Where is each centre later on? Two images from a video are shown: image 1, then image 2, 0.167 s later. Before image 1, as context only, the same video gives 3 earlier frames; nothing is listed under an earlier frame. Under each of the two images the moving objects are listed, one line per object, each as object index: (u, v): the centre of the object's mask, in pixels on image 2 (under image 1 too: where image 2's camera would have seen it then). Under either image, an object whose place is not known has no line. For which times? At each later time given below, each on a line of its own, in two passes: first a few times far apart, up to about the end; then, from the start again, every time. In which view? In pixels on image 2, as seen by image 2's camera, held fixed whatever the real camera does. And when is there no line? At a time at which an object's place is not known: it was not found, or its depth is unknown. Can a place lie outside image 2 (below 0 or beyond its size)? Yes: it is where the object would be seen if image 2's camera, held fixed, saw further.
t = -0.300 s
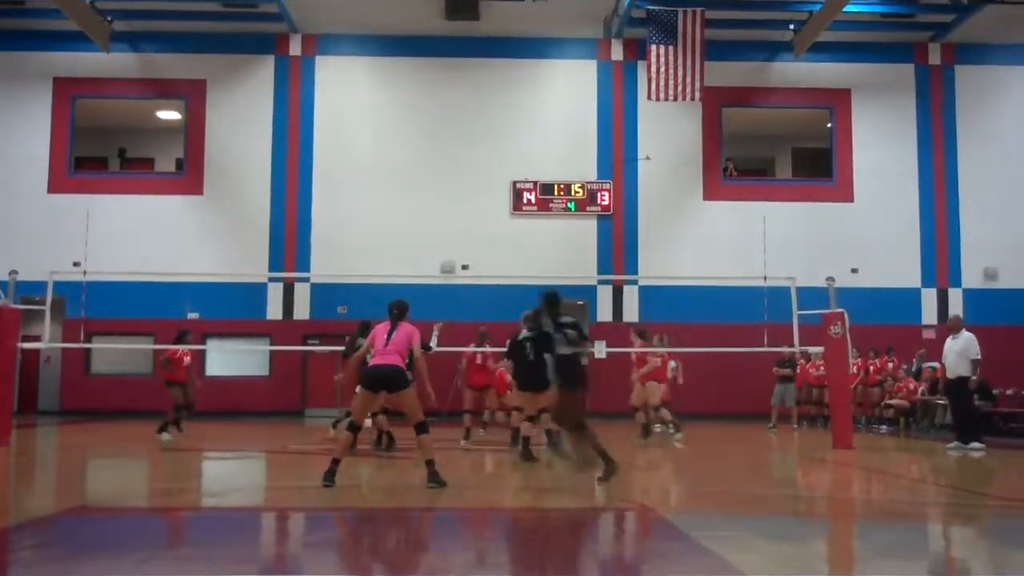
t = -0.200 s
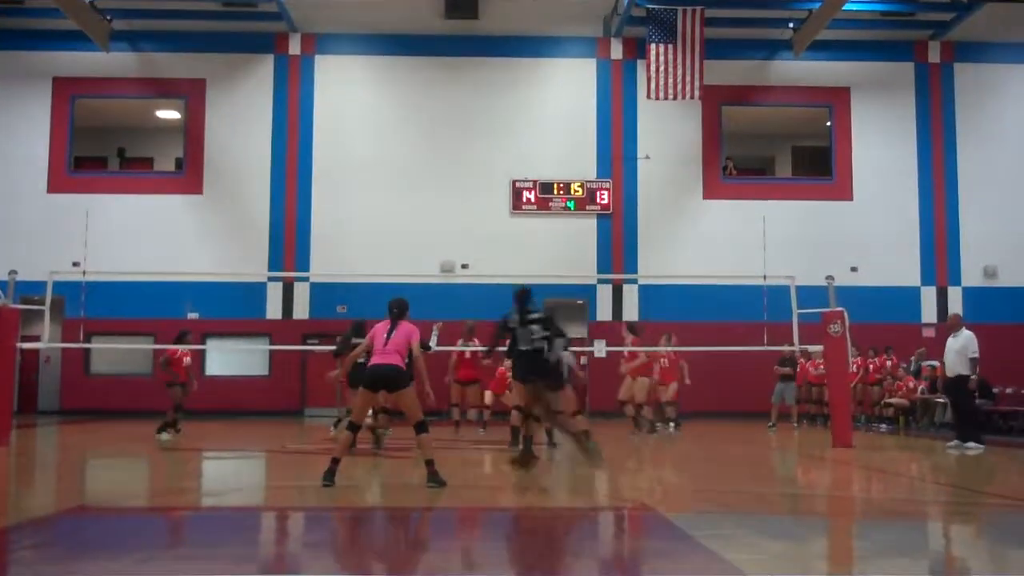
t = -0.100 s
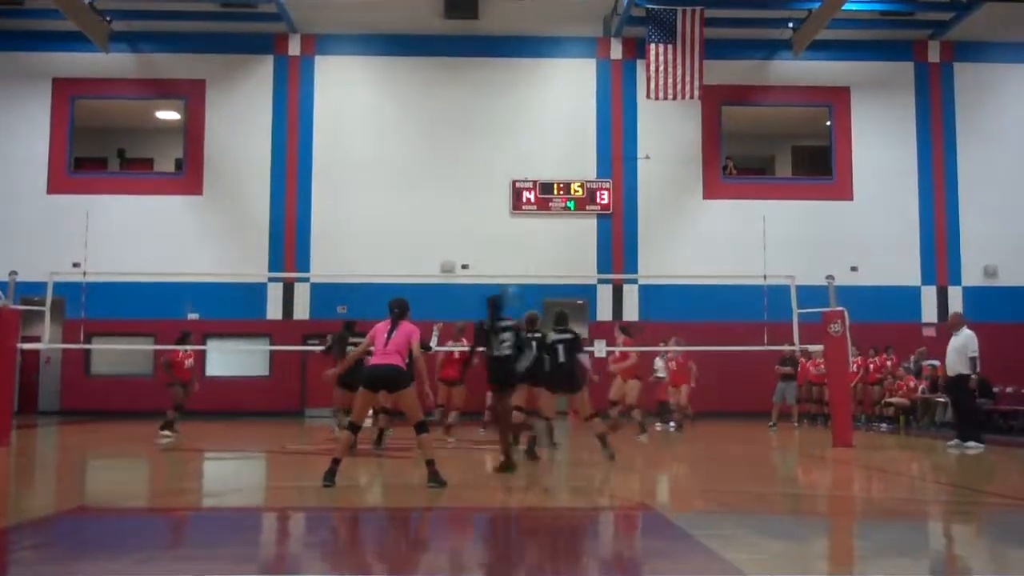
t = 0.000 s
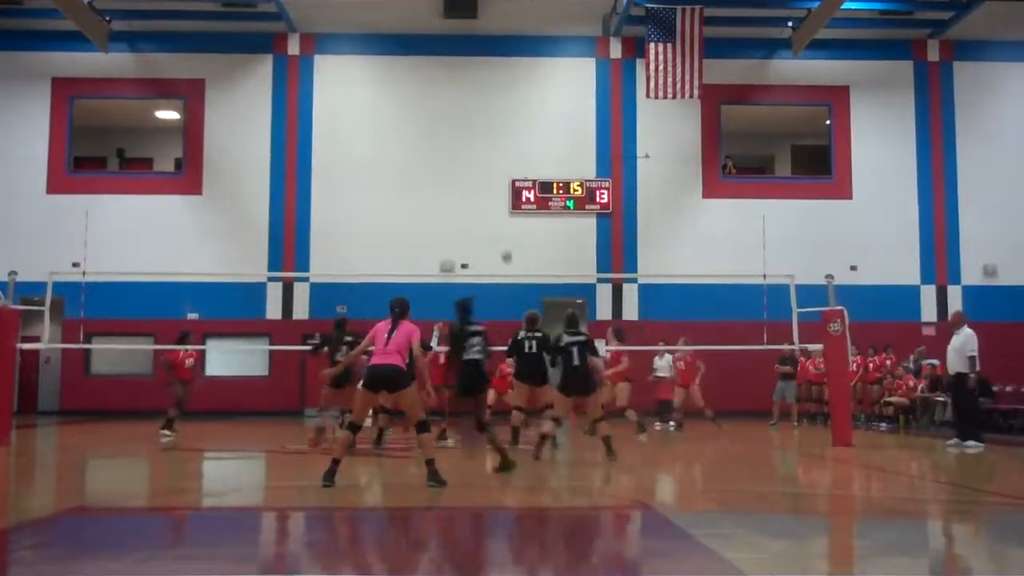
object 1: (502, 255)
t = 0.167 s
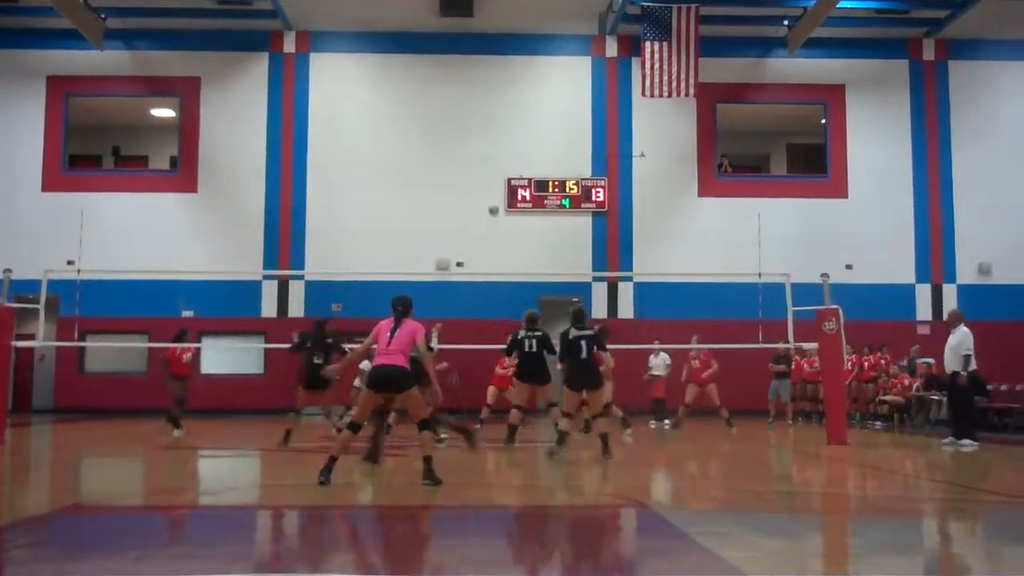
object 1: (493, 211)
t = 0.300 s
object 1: (487, 186)
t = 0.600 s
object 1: (470, 165)
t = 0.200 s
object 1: (492, 204)
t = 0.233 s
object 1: (490, 197)
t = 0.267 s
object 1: (488, 191)
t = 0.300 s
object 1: (487, 186)
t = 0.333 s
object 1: (485, 181)
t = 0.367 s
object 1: (483, 177)
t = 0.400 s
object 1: (482, 173)
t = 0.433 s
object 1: (480, 170)
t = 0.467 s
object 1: (478, 168)
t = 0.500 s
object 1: (476, 166)
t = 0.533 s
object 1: (474, 165)
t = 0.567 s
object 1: (472, 165)
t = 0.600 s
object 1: (470, 165)
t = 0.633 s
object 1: (469, 165)
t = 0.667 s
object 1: (467, 167)
